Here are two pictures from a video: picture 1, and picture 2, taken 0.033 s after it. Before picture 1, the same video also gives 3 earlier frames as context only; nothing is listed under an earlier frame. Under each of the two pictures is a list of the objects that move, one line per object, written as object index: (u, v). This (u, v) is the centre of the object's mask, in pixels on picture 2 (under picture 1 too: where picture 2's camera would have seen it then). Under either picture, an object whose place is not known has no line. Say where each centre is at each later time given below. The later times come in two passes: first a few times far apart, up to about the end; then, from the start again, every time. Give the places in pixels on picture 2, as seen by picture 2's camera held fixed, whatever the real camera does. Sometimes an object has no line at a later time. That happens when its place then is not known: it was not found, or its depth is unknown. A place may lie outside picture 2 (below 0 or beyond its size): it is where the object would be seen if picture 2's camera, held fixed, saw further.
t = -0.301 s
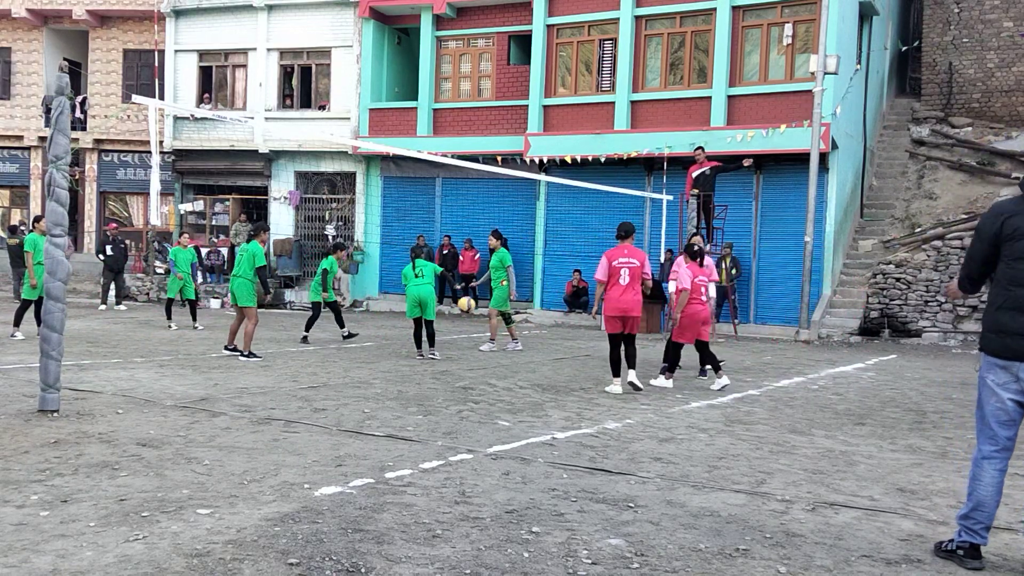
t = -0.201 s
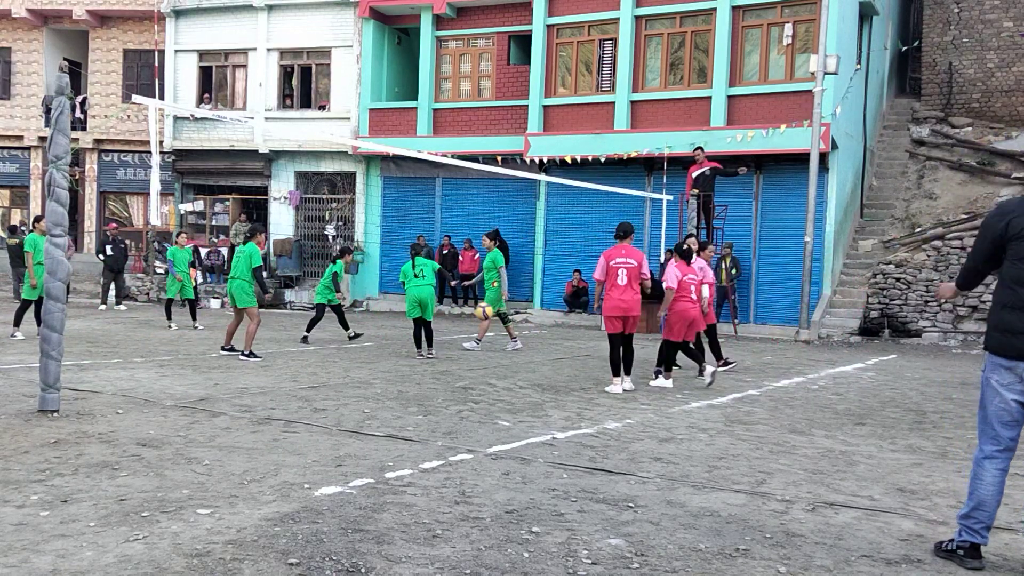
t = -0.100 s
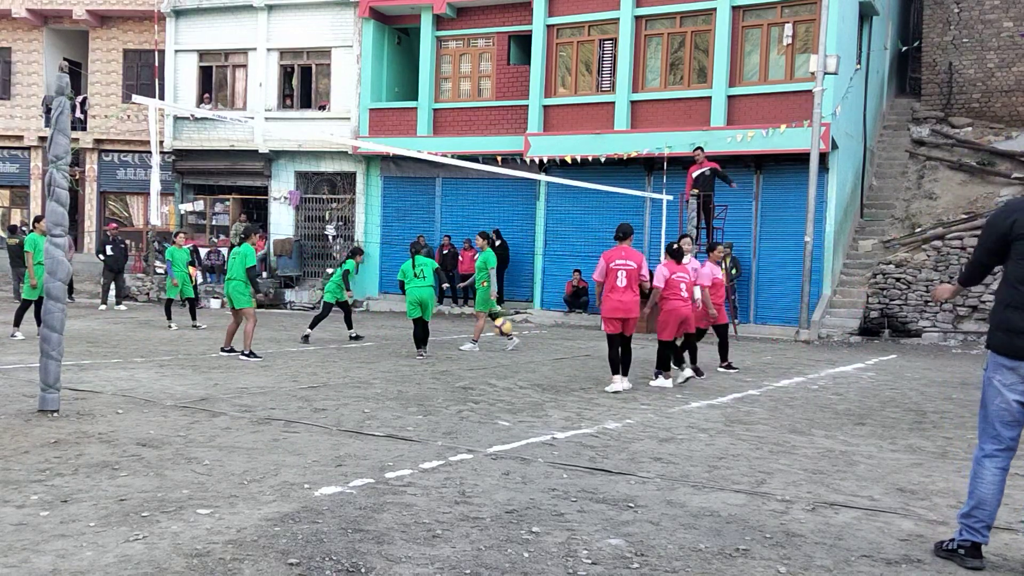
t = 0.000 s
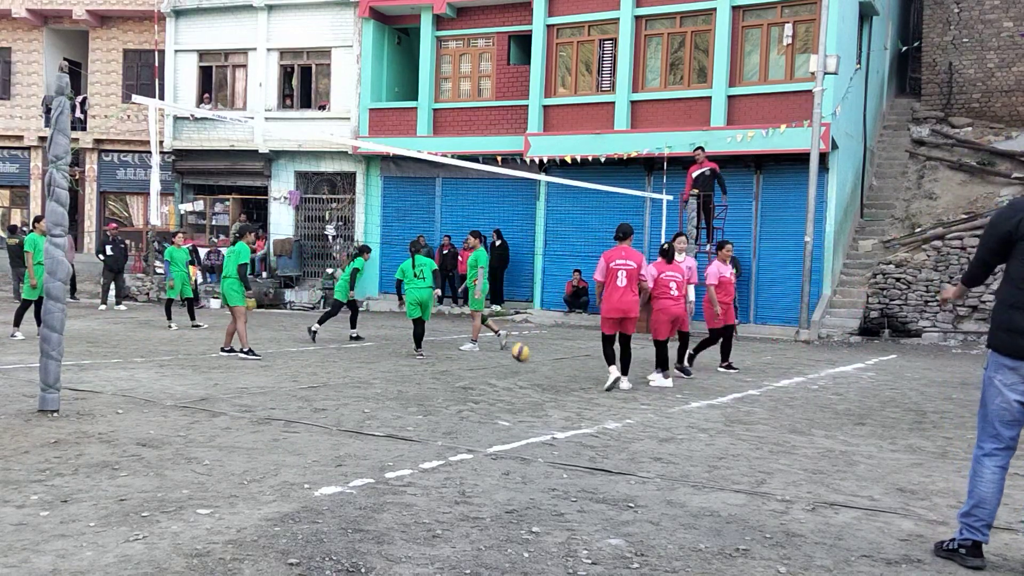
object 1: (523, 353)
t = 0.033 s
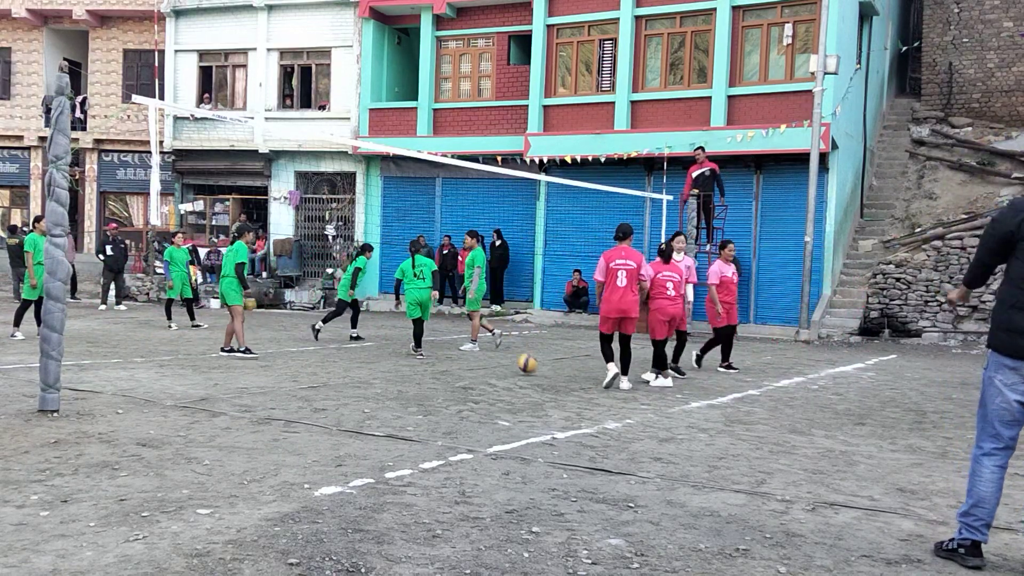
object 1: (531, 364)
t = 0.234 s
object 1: (552, 344)
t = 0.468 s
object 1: (579, 360)
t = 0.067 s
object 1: (536, 364)
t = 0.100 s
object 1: (540, 357)
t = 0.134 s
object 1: (542, 352)
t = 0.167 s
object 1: (546, 347)
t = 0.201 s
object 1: (548, 346)
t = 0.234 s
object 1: (552, 344)
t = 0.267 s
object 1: (558, 344)
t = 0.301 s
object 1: (562, 344)
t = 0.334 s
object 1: (566, 343)
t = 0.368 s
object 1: (569, 345)
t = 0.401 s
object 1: (572, 348)
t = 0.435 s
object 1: (576, 354)
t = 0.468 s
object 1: (579, 360)
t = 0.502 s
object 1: (584, 367)
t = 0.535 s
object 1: (589, 375)
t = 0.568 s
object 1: (593, 383)
